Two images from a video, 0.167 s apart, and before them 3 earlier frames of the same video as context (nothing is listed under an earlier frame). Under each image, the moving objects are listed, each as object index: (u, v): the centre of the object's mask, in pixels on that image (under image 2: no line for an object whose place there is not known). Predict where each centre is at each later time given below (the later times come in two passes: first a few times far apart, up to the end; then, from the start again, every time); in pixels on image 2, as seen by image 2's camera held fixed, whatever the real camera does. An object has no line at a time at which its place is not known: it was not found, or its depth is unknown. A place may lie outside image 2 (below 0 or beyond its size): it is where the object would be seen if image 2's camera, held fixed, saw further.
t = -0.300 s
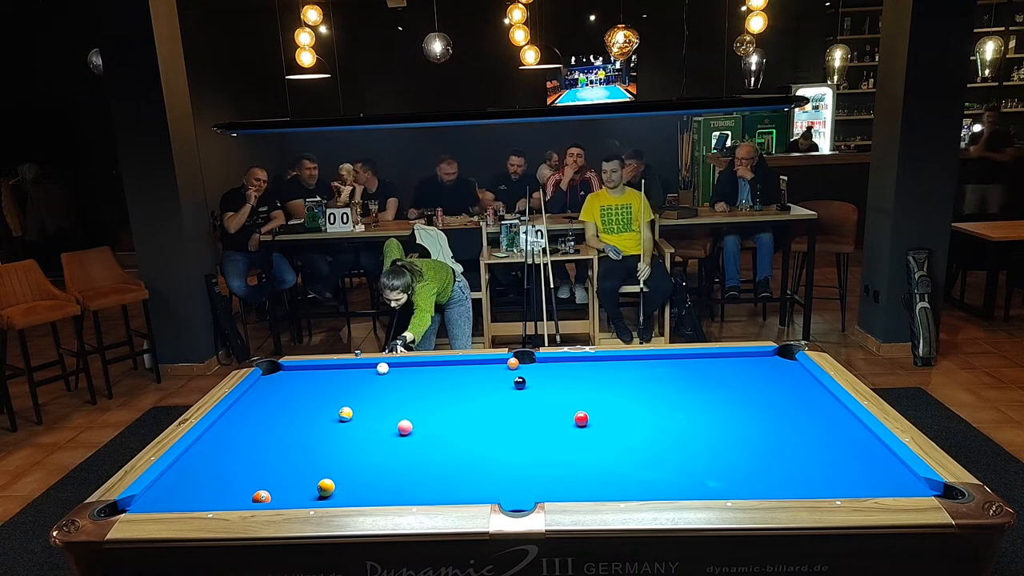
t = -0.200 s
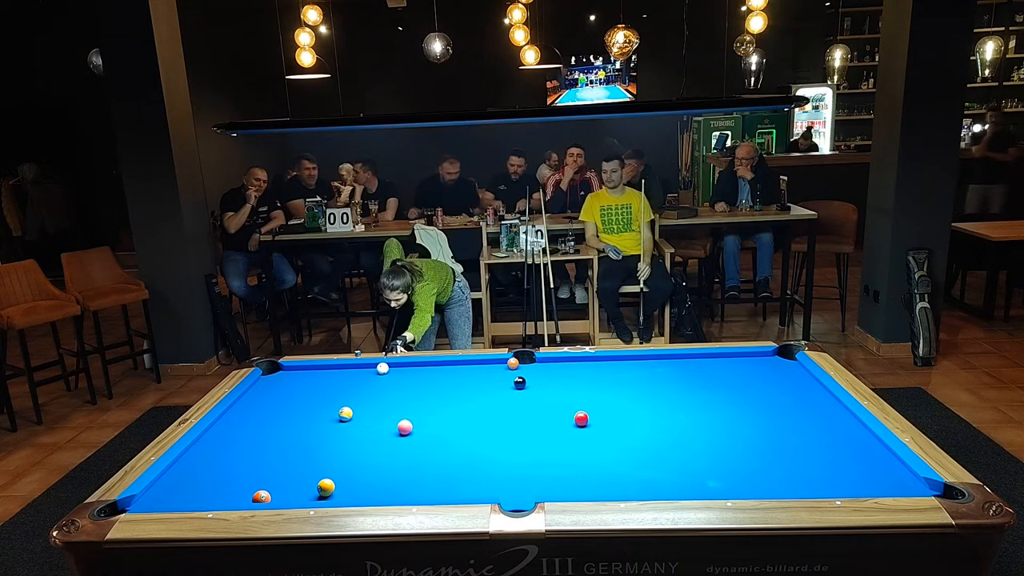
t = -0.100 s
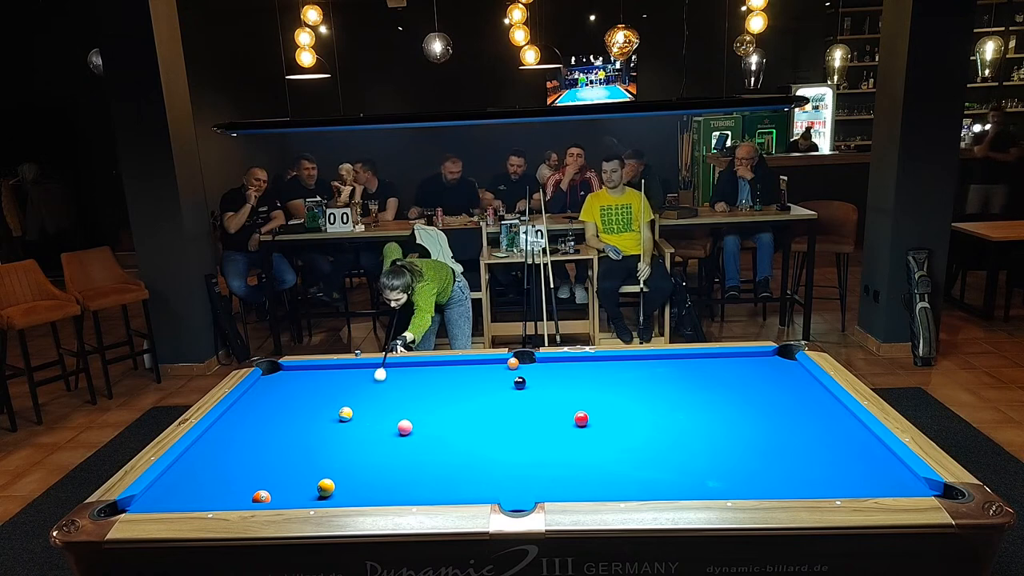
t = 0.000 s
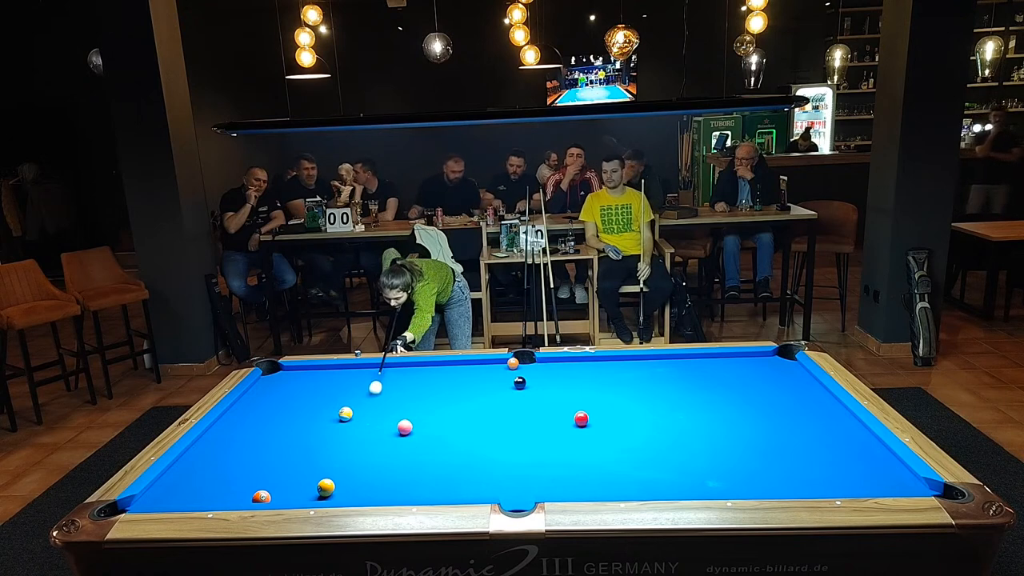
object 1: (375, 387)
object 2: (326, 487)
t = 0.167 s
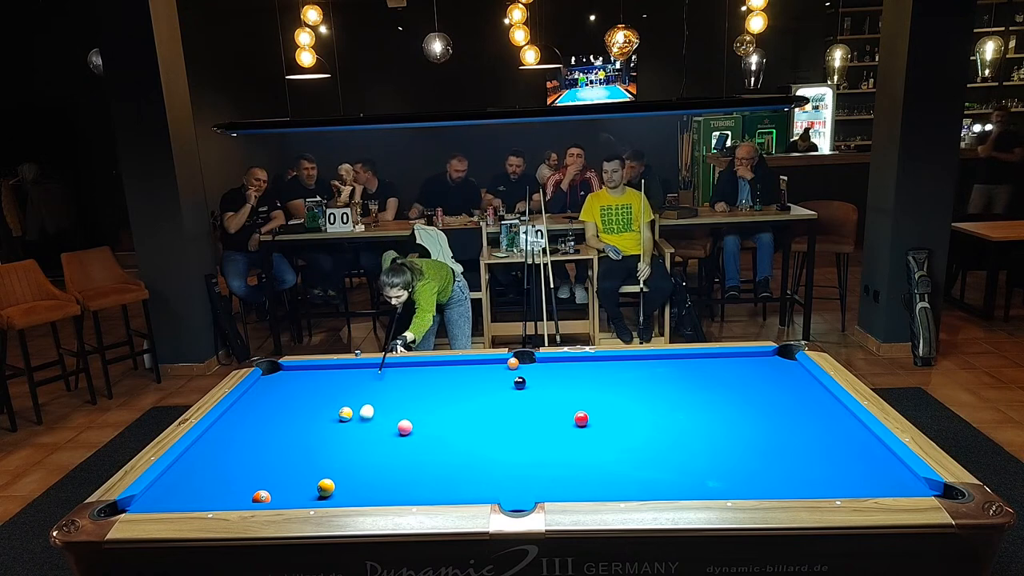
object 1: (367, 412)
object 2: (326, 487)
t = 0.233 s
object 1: (363, 422)
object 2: (326, 487)
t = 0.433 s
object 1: (349, 460)
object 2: (326, 487)
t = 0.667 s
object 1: (361, 492)
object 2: (298, 495)
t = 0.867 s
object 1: (391, 476)
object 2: (283, 494)
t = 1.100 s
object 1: (420, 459)
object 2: (273, 488)
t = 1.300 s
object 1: (443, 445)
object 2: (266, 482)
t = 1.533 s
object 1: (467, 431)
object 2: (259, 476)
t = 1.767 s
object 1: (489, 418)
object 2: (252, 470)
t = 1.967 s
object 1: (505, 409)
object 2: (248, 466)
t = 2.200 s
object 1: (522, 398)
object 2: (243, 461)
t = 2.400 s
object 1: (535, 390)
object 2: (240, 458)
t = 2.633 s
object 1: (549, 382)
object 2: (236, 454)
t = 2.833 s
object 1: (560, 375)
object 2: (233, 452)
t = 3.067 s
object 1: (572, 368)
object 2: (230, 449)
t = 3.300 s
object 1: (582, 361)
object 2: (227, 447)
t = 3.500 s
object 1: (589, 361)
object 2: (226, 445)
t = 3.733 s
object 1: (595, 363)
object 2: (224, 444)
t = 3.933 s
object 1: (599, 366)
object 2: (223, 443)
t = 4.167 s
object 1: (604, 368)
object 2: (222, 442)
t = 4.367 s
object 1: (607, 369)
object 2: (222, 442)
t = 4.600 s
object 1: (611, 371)
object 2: (222, 442)
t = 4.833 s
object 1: (614, 373)
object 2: (222, 442)
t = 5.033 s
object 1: (616, 374)
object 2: (222, 442)
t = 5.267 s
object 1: (617, 375)
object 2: (222, 442)
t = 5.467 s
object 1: (618, 376)
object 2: (222, 442)
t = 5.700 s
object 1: (618, 376)
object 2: (222, 442)
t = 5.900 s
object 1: (619, 377)
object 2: (222, 442)
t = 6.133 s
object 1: (619, 377)
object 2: (222, 442)
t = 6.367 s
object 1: (619, 377)
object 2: (222, 442)
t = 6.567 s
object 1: (618, 377)
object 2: (222, 442)
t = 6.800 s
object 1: (619, 377)
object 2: (222, 442)
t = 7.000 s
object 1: (619, 377)
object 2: (222, 442)
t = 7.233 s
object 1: (618, 377)
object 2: (222, 442)
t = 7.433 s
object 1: (618, 377)
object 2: (222, 442)
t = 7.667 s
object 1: (618, 377)
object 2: (222, 442)
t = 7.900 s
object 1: (618, 377)
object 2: (222, 442)
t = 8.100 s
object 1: (618, 377)
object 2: (222, 442)
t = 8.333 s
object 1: (618, 377)
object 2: (222, 442)
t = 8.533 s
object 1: (619, 377)
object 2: (222, 442)
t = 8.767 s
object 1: (619, 377)
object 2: (222, 442)
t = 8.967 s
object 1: (619, 377)
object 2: (221, 442)
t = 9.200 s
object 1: (619, 377)
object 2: (222, 442)
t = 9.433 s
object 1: (619, 377)
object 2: (221, 442)
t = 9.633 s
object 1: (619, 377)
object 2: (222, 442)
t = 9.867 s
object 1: (619, 377)
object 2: (222, 442)
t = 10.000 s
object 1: (619, 377)
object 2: (222, 442)
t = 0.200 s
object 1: (365, 417)
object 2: (326, 487)
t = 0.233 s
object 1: (363, 422)
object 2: (326, 487)
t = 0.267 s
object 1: (361, 428)
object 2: (326, 487)
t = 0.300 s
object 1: (359, 434)
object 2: (326, 487)
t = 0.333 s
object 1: (356, 440)
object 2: (326, 487)
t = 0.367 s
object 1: (354, 447)
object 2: (326, 487)
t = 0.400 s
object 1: (352, 453)
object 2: (326, 487)
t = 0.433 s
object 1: (349, 460)
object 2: (326, 487)
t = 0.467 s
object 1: (347, 467)
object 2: (326, 487)
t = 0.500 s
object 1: (344, 475)
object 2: (326, 487)
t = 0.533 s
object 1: (343, 482)
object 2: (324, 487)
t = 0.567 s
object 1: (347, 486)
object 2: (317, 490)
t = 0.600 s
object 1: (351, 491)
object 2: (311, 492)
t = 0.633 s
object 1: (355, 494)
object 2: (304, 494)
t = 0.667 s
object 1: (361, 492)
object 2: (298, 495)
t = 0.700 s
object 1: (367, 489)
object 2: (293, 496)
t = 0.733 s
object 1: (372, 487)
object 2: (291, 496)
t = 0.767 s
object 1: (377, 484)
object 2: (289, 495)
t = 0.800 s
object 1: (381, 481)
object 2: (287, 495)
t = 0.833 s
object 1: (386, 479)
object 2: (285, 494)
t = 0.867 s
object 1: (391, 476)
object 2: (283, 494)
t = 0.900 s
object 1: (395, 473)
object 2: (281, 493)
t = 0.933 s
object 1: (400, 471)
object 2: (279, 492)
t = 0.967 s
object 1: (404, 469)
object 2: (278, 492)
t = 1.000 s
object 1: (408, 466)
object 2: (276, 491)
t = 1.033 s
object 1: (412, 464)
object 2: (275, 490)
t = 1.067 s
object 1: (416, 461)
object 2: (274, 488)
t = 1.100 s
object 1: (420, 459)
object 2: (273, 488)
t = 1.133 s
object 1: (424, 456)
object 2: (272, 486)
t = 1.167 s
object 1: (428, 454)
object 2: (270, 486)
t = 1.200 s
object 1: (432, 452)
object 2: (269, 485)
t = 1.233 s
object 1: (436, 450)
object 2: (268, 484)
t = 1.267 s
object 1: (440, 447)
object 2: (267, 483)
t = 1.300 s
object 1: (443, 445)
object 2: (266, 482)
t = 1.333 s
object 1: (447, 443)
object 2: (264, 481)
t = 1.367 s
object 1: (450, 441)
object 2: (263, 480)
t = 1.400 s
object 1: (454, 439)
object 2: (262, 479)
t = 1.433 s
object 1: (457, 437)
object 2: (261, 478)
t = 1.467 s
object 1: (461, 435)
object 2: (260, 477)
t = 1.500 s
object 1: (464, 433)
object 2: (259, 477)
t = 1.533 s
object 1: (467, 431)
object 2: (259, 476)
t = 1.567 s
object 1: (470, 429)
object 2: (258, 475)
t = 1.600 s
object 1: (473, 427)
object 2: (257, 474)
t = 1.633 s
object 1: (476, 426)
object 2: (256, 473)
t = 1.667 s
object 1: (480, 424)
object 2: (255, 472)
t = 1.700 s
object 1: (483, 422)
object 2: (254, 472)
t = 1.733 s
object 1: (486, 420)
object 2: (253, 471)
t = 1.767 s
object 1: (489, 418)
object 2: (252, 470)
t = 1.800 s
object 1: (491, 417)
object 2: (252, 469)
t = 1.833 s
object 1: (494, 415)
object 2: (251, 469)
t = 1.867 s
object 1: (497, 414)
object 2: (250, 468)
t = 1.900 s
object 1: (500, 412)
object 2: (249, 467)
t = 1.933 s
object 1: (502, 410)
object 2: (249, 466)
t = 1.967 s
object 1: (505, 409)
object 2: (248, 466)
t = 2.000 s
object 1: (507, 407)
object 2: (247, 465)
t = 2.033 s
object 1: (510, 406)
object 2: (246, 464)
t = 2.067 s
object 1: (512, 404)
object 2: (246, 464)
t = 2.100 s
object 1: (515, 403)
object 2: (245, 463)
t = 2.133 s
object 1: (517, 401)
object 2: (244, 462)
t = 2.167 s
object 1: (520, 400)
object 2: (244, 462)
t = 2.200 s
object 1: (522, 398)
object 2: (243, 461)
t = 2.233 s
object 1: (524, 397)
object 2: (242, 460)
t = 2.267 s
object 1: (527, 396)
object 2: (242, 460)
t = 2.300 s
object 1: (529, 394)
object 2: (241, 459)
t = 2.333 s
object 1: (531, 393)
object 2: (241, 459)
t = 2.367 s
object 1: (533, 392)
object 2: (240, 458)
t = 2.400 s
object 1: (535, 390)
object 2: (240, 458)
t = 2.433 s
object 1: (538, 389)
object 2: (239, 457)
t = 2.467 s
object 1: (540, 388)
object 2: (239, 457)
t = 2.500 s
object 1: (542, 386)
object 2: (238, 456)
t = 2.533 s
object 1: (544, 385)
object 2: (237, 456)
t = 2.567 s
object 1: (546, 384)
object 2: (237, 455)
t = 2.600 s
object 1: (548, 383)
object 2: (236, 455)
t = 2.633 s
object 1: (549, 382)
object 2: (236, 454)
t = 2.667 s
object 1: (551, 380)
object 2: (235, 454)
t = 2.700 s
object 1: (553, 379)
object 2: (235, 453)
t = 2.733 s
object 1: (555, 378)
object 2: (234, 453)
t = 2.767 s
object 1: (557, 377)
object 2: (234, 452)
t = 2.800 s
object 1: (559, 376)
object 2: (233, 452)
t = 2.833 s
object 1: (560, 375)
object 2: (233, 452)
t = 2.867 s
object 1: (562, 374)
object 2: (232, 451)
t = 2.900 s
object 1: (564, 372)
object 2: (232, 451)
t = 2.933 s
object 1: (565, 371)
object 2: (232, 450)
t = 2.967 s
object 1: (567, 371)
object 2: (231, 450)
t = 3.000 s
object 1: (569, 369)
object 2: (231, 450)
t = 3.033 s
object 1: (570, 368)
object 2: (230, 449)
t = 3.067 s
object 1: (572, 368)
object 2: (230, 449)
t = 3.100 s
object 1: (574, 367)
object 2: (230, 449)
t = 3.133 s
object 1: (575, 366)
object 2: (229, 448)
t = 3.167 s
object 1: (577, 365)
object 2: (229, 448)
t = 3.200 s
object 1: (578, 364)
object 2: (228, 448)
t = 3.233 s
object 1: (580, 363)
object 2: (228, 447)
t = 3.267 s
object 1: (581, 362)
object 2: (228, 447)
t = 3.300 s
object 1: (582, 361)
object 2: (227, 447)
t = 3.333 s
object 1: (584, 360)
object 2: (227, 447)
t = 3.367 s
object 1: (585, 359)
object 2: (227, 446)
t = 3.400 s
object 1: (586, 360)
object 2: (226, 446)
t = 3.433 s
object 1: (587, 360)
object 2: (226, 446)
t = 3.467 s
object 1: (588, 360)
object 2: (226, 446)
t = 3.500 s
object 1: (589, 361)
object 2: (226, 445)
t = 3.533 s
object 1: (590, 361)
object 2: (225, 445)
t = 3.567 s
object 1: (591, 362)
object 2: (225, 445)
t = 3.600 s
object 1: (591, 362)
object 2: (225, 445)
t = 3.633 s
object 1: (592, 362)
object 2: (224, 445)
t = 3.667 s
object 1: (593, 363)
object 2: (224, 444)
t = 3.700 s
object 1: (594, 363)
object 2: (224, 444)
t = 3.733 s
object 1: (595, 363)
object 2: (224, 444)
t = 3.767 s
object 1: (595, 364)
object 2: (224, 444)
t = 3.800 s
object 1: (596, 364)
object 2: (223, 444)
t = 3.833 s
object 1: (597, 365)
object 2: (223, 444)
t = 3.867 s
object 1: (598, 365)
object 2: (223, 443)
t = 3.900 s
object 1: (598, 365)
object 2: (223, 443)
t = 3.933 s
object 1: (599, 366)
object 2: (223, 443)
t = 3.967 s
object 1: (600, 366)
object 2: (223, 443)
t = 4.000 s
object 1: (600, 366)
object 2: (223, 443)
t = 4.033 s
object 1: (601, 367)
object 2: (222, 443)
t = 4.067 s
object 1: (602, 367)
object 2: (222, 443)
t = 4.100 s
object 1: (602, 367)
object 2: (222, 442)
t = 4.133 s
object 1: (603, 368)
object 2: (222, 442)
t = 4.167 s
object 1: (604, 368)
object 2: (222, 442)
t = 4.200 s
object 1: (604, 368)
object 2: (222, 442)
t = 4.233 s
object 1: (605, 368)
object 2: (222, 442)
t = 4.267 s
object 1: (606, 368)
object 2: (222, 442)
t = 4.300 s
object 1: (606, 369)
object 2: (222, 442)
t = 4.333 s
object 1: (607, 369)
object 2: (222, 442)
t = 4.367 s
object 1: (607, 369)
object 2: (222, 442)
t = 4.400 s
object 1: (608, 370)
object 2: (222, 442)
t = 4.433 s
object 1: (608, 370)
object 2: (222, 442)
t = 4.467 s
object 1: (609, 370)
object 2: (222, 442)
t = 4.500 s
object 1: (609, 371)
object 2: (222, 442)
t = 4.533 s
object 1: (610, 371)
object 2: (222, 442)
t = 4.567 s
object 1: (610, 371)
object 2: (222, 442)
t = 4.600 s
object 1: (611, 371)
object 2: (222, 442)
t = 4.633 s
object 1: (611, 372)
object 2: (222, 442)
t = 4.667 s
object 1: (611, 372)
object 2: (222, 442)
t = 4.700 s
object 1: (612, 372)
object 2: (222, 442)
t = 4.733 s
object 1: (612, 372)
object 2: (222, 442)
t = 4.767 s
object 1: (613, 373)
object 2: (222, 442)
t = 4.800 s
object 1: (613, 373)
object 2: (222, 442)
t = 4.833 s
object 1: (614, 373)
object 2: (222, 442)
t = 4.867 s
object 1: (614, 373)
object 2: (222, 442)
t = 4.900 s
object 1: (614, 373)
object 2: (222, 442)
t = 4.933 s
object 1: (614, 373)
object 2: (222, 442)
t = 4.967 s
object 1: (615, 374)
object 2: (222, 442)
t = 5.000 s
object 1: (615, 374)
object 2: (222, 442)
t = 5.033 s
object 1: (616, 374)
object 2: (222, 442)
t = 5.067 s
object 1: (616, 374)
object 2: (222, 442)
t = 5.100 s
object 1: (616, 374)
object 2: (222, 442)
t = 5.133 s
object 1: (616, 374)
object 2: (222, 442)
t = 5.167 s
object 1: (616, 375)
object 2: (222, 442)
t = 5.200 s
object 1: (617, 375)
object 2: (222, 442)
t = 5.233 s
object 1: (617, 375)
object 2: (222, 442)
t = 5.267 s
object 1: (617, 375)
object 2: (222, 442)
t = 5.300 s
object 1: (617, 375)
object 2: (222, 442)
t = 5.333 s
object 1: (617, 375)
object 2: (222, 442)
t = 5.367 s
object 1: (618, 375)
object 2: (222, 442)
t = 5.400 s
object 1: (618, 376)
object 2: (222, 442)
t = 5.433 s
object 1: (618, 376)
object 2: (222, 442)
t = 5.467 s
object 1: (618, 376)
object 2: (222, 442)
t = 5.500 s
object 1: (618, 376)
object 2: (222, 442)
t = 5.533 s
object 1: (618, 376)
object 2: (222, 442)
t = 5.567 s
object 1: (618, 376)
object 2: (222, 442)
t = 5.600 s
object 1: (618, 376)
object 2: (222, 442)
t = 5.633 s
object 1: (618, 376)
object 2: (222, 442)
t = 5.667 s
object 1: (618, 376)
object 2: (222, 442)
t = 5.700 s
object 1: (618, 376)
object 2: (222, 442)
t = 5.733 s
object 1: (619, 376)
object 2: (222, 442)
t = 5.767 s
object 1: (619, 377)
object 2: (222, 442)
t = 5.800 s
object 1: (619, 377)
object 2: (222, 442)
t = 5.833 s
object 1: (619, 377)
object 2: (222, 442)
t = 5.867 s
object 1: (619, 377)
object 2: (222, 442)
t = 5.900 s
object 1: (619, 377)
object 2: (222, 442)
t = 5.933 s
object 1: (619, 377)
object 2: (222, 442)
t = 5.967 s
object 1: (619, 377)
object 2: (222, 442)
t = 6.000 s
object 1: (619, 377)
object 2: (222, 442)
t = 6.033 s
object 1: (619, 377)
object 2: (222, 442)
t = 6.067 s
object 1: (619, 377)
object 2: (222, 442)
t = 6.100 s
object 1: (619, 377)
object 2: (222, 442)
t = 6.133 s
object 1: (619, 377)
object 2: (222, 442)
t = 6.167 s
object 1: (619, 377)
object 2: (222, 442)
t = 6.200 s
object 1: (619, 377)
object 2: (222, 442)
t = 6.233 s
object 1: (619, 377)
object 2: (222, 442)
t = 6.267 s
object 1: (619, 377)
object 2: (222, 442)
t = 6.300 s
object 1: (619, 377)
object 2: (222, 442)
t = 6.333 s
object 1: (619, 377)
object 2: (222, 442)
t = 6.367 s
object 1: (619, 377)
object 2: (222, 442)
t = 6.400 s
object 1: (619, 377)
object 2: (222, 442)
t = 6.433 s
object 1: (619, 377)
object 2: (222, 442)
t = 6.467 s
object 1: (619, 377)
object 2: (222, 442)
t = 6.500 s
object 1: (619, 377)
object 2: (222, 442)
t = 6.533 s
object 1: (619, 377)
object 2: (222, 442)
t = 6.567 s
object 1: (618, 377)
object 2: (222, 442)
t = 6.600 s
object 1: (618, 377)
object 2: (222, 442)
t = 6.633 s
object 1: (618, 377)
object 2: (222, 442)
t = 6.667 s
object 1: (618, 377)
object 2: (222, 442)
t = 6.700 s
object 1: (618, 377)
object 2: (222, 442)
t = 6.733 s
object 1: (618, 377)
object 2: (222, 442)
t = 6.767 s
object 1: (618, 377)
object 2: (222, 442)
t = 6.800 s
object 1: (619, 377)
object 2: (222, 442)
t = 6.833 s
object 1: (618, 377)
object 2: (222, 442)
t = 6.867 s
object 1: (619, 377)
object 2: (222, 442)
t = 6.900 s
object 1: (618, 377)
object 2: (222, 442)
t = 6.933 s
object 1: (618, 377)
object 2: (222, 442)
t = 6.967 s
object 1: (619, 377)
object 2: (222, 442)
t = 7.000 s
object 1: (619, 377)
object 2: (222, 442)
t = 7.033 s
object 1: (619, 377)
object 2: (222, 442)
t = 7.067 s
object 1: (618, 377)
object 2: (222, 442)
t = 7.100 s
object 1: (618, 377)
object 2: (222, 442)
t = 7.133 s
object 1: (618, 377)
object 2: (222, 442)
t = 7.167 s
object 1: (618, 377)
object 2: (222, 442)
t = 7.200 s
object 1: (618, 377)
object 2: (222, 442)
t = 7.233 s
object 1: (618, 377)
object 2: (222, 442)
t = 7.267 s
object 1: (618, 377)
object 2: (222, 442)
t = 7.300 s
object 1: (618, 377)
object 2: (222, 442)
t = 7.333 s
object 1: (618, 377)
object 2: (222, 442)
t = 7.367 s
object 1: (618, 377)
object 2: (222, 442)
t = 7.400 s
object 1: (618, 377)
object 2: (222, 442)
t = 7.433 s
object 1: (618, 377)
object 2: (222, 442)
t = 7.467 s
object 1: (618, 377)
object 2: (222, 442)
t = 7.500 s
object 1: (618, 377)
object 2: (222, 442)
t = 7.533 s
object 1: (618, 377)
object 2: (222, 442)
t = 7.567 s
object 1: (618, 377)
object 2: (222, 442)
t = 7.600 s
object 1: (618, 377)
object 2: (222, 442)
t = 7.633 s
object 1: (618, 377)
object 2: (222, 442)
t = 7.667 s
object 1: (618, 377)
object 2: (222, 442)
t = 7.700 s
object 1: (618, 377)
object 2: (222, 442)
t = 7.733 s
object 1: (618, 377)
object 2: (222, 442)
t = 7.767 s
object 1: (618, 377)
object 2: (222, 442)
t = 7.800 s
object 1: (618, 377)
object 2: (222, 442)
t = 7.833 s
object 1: (618, 377)
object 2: (222, 442)
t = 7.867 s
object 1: (618, 377)
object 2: (222, 442)
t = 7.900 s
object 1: (618, 377)
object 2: (222, 442)
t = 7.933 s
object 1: (618, 377)
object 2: (222, 442)
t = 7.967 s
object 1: (618, 377)
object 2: (222, 442)
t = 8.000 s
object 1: (618, 377)
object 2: (222, 442)
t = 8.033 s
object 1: (618, 377)
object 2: (222, 442)
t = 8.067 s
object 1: (618, 377)
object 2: (222, 442)
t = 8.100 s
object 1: (618, 377)
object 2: (222, 442)
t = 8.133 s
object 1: (618, 377)
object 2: (222, 442)
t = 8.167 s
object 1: (618, 377)
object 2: (222, 442)
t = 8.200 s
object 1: (618, 377)
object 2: (222, 442)
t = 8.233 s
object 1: (618, 377)
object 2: (222, 442)
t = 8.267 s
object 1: (618, 377)
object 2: (222, 442)
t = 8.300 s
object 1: (618, 377)
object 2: (222, 442)
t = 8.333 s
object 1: (618, 377)
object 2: (222, 442)
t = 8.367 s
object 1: (618, 377)
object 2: (222, 442)
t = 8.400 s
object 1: (618, 377)
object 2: (222, 442)
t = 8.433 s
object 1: (618, 377)
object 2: (222, 442)
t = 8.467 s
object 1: (619, 377)
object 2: (222, 442)
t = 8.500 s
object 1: (619, 377)
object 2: (222, 442)
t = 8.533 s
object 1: (619, 377)
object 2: (222, 442)
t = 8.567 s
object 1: (619, 377)
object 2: (222, 442)
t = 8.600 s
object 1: (619, 377)
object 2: (222, 442)
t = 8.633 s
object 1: (619, 377)
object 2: (222, 442)
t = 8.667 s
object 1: (619, 377)
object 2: (222, 442)
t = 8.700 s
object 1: (619, 377)
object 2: (222, 442)
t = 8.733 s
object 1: (619, 377)
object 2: (222, 442)
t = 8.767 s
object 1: (619, 377)
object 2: (222, 442)
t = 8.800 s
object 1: (619, 377)
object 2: (221, 442)
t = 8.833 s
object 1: (619, 377)
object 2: (221, 442)
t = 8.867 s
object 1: (619, 377)
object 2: (221, 442)
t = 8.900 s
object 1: (619, 377)
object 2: (221, 442)
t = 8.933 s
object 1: (619, 377)
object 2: (221, 442)
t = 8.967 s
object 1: (619, 377)
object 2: (221, 442)
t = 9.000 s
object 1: (619, 377)
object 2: (221, 442)
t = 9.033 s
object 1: (619, 377)
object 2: (221, 442)
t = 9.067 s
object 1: (619, 377)
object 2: (221, 442)
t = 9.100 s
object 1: (619, 377)
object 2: (221, 442)
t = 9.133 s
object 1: (619, 377)
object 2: (221, 442)
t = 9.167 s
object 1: (619, 377)
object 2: (222, 442)
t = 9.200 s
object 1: (619, 377)
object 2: (222, 442)
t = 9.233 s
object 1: (619, 377)
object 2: (221, 442)
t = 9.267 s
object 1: (619, 377)
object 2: (221, 442)
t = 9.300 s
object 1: (619, 377)
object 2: (221, 442)
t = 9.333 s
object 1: (619, 377)
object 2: (221, 442)
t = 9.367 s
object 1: (619, 377)
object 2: (221, 442)
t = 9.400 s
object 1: (619, 377)
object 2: (221, 442)
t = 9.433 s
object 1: (619, 377)
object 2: (221, 442)
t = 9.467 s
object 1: (619, 377)
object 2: (221, 442)
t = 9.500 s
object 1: (619, 377)
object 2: (221, 442)
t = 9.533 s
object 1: (619, 377)
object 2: (222, 442)
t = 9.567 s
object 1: (619, 377)
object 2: (222, 442)
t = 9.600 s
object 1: (619, 377)
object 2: (222, 442)
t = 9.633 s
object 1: (619, 377)
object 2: (222, 442)
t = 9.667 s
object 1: (619, 377)
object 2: (222, 442)
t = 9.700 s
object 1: (619, 377)
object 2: (222, 442)
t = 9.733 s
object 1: (619, 377)
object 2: (222, 442)
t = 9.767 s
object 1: (619, 377)
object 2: (222, 442)
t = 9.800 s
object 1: (619, 377)
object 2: (222, 442)
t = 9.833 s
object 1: (619, 377)
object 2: (222, 442)
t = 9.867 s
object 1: (619, 377)
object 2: (222, 442)
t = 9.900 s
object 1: (619, 377)
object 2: (222, 442)
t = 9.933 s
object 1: (619, 377)
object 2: (222, 442)
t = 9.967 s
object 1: (619, 377)
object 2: (222, 442)
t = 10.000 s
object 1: (619, 377)
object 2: (222, 442)
